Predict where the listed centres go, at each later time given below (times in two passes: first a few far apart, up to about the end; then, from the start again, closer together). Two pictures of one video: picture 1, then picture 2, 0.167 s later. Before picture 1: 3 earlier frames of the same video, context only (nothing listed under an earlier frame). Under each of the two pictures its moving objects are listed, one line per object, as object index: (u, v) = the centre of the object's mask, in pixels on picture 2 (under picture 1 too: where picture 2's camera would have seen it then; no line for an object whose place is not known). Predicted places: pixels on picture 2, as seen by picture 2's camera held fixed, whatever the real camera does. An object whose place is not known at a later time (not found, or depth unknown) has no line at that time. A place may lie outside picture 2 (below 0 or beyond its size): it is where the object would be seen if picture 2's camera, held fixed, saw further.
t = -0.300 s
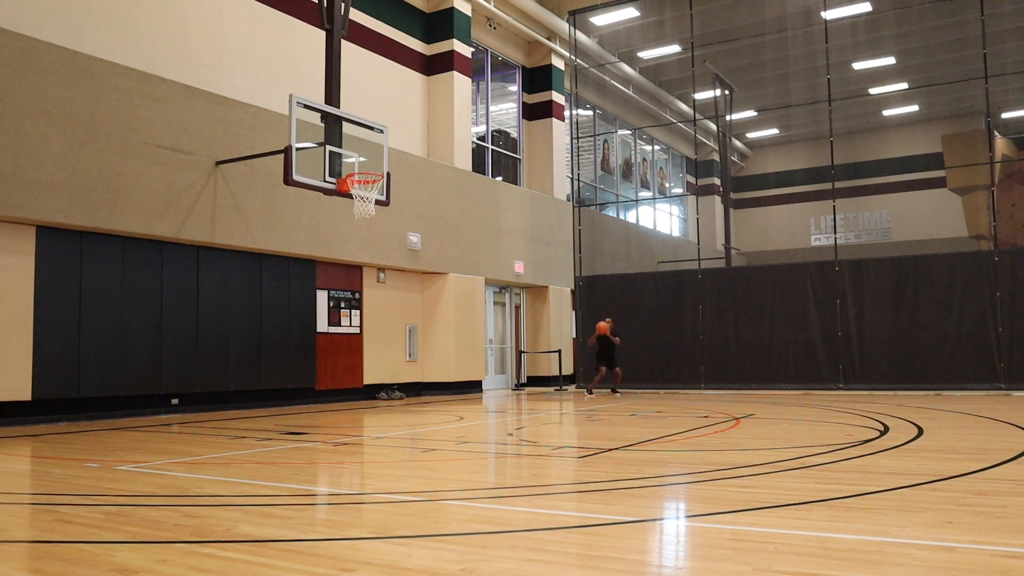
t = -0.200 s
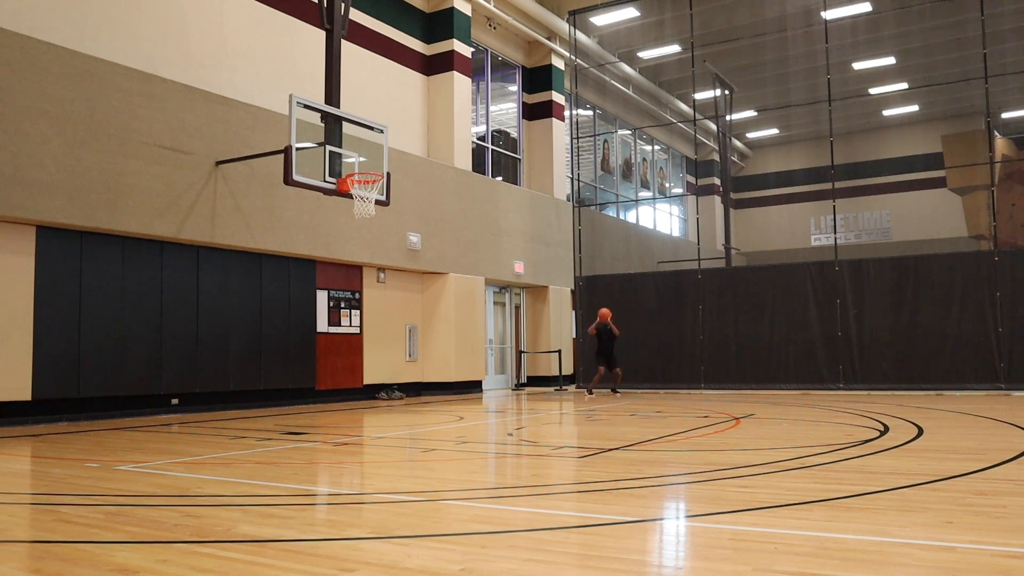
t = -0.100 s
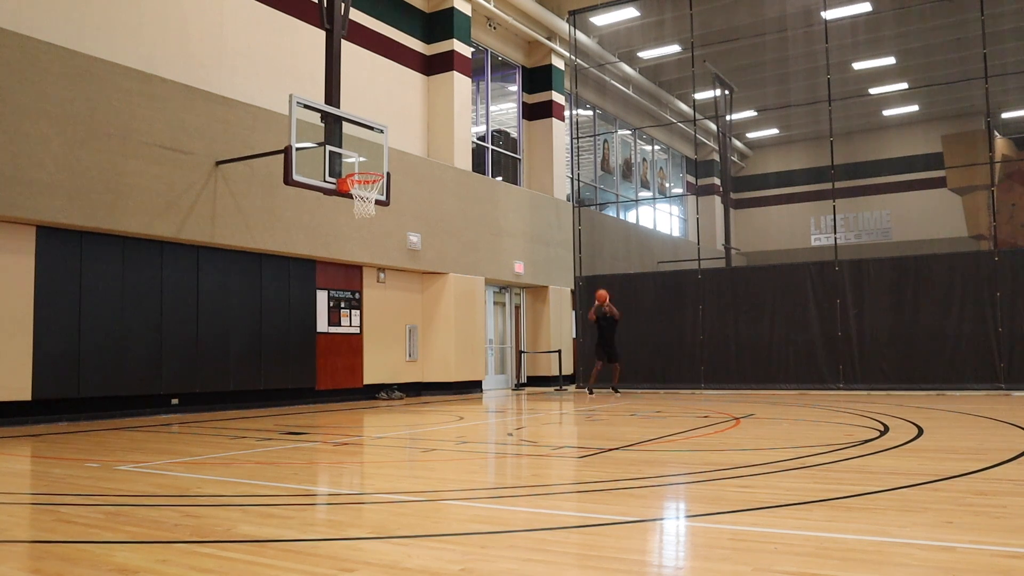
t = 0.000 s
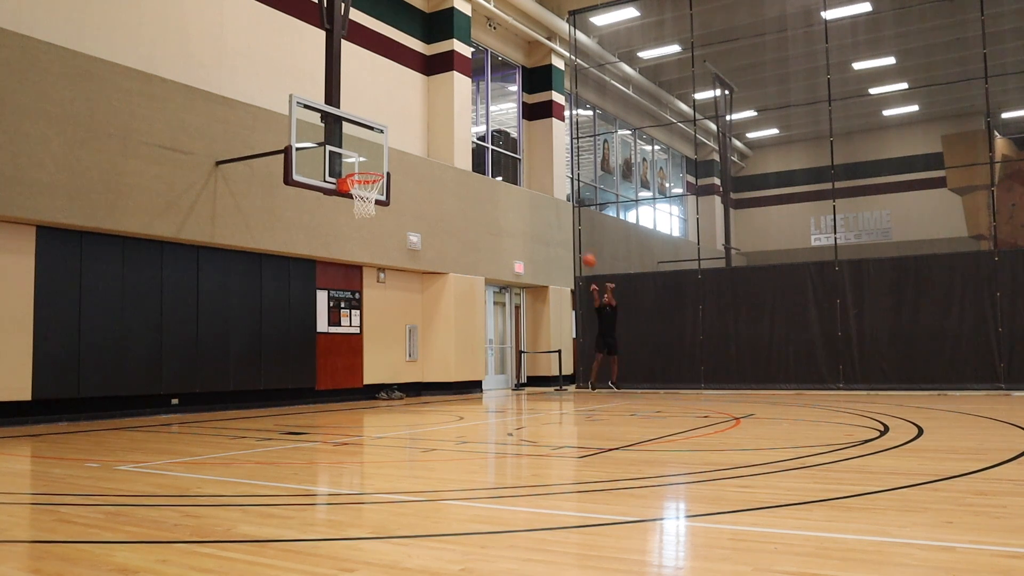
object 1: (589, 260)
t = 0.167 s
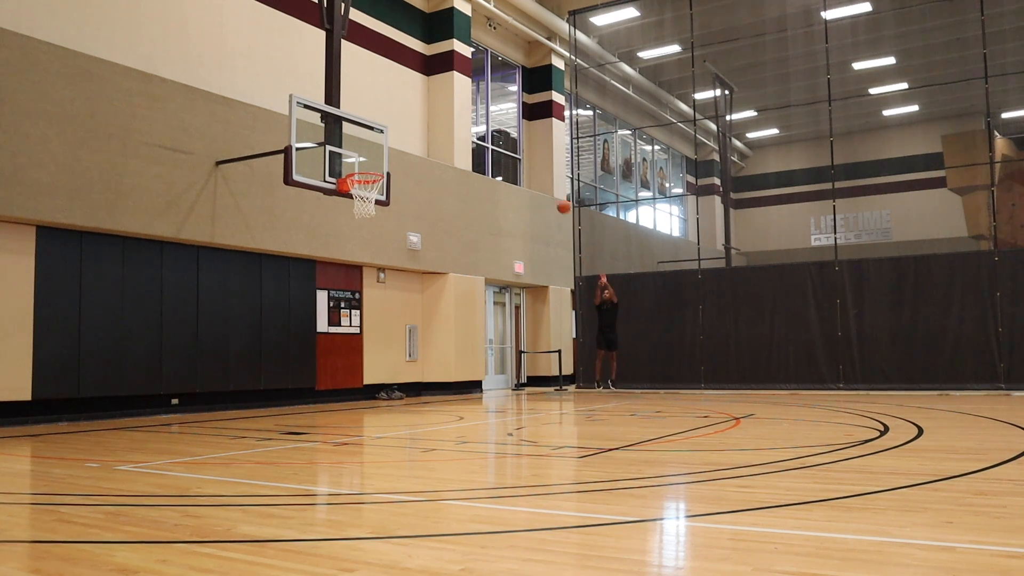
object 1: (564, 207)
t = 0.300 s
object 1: (542, 171)
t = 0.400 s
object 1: (525, 150)
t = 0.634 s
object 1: (482, 121)
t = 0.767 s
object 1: (454, 118)
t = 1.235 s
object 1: (352, 207)
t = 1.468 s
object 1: (331, 262)
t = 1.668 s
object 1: (313, 344)
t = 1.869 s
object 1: (303, 381)
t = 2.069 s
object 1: (308, 322)
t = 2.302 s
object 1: (313, 293)
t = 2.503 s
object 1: (317, 299)
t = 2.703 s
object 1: (322, 330)
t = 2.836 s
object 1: (325, 364)
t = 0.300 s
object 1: (542, 171)
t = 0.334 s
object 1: (537, 164)
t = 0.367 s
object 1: (531, 157)
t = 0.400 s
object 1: (525, 150)
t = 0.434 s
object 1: (519, 144)
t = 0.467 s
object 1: (513, 139)
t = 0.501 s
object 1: (507, 134)
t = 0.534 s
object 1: (501, 130)
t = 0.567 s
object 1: (495, 126)
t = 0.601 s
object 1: (488, 123)
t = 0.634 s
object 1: (482, 121)
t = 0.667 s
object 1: (475, 119)
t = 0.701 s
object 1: (468, 118)
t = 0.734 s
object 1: (461, 118)
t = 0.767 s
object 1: (454, 118)
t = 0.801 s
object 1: (447, 119)
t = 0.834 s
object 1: (440, 121)
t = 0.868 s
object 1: (432, 124)
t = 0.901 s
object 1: (425, 127)
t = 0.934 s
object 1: (417, 131)
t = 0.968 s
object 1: (409, 137)
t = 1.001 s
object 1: (401, 143)
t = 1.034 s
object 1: (393, 150)
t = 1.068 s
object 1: (384, 158)
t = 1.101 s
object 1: (376, 166)
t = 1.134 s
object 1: (367, 178)
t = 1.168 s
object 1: (361, 187)
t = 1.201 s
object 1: (356, 196)
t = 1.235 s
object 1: (352, 207)
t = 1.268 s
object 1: (349, 209)
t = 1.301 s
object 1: (346, 215)
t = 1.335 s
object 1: (343, 223)
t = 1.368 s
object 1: (340, 231)
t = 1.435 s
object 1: (333, 251)
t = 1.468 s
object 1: (331, 262)
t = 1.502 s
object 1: (328, 273)
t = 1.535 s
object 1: (325, 285)
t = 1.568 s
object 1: (321, 299)
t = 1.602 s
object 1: (318, 313)
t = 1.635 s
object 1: (315, 329)
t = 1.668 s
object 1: (313, 344)
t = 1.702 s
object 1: (310, 360)
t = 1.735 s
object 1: (307, 377)
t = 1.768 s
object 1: (304, 394)
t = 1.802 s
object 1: (301, 408)
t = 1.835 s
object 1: (302, 394)
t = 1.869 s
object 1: (303, 381)
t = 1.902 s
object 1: (304, 369)
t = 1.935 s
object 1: (305, 358)
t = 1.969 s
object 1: (306, 348)
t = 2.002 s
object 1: (306, 338)
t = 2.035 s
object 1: (307, 330)
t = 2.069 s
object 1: (308, 322)
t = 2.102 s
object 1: (309, 315)
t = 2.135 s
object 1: (309, 310)
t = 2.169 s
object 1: (310, 305)
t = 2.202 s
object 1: (311, 301)
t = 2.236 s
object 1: (312, 297)
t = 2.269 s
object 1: (313, 295)
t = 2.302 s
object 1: (313, 293)
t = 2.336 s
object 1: (314, 292)
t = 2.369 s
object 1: (315, 292)
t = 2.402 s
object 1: (315, 292)
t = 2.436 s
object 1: (316, 294)
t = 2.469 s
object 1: (317, 295)
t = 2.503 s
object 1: (317, 299)
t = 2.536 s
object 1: (318, 302)
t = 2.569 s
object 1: (319, 306)
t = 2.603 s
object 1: (320, 311)
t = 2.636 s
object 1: (320, 316)
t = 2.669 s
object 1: (321, 323)
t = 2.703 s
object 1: (322, 330)
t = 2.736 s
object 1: (323, 338)
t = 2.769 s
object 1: (323, 346)
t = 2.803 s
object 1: (324, 355)
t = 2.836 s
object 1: (325, 364)
